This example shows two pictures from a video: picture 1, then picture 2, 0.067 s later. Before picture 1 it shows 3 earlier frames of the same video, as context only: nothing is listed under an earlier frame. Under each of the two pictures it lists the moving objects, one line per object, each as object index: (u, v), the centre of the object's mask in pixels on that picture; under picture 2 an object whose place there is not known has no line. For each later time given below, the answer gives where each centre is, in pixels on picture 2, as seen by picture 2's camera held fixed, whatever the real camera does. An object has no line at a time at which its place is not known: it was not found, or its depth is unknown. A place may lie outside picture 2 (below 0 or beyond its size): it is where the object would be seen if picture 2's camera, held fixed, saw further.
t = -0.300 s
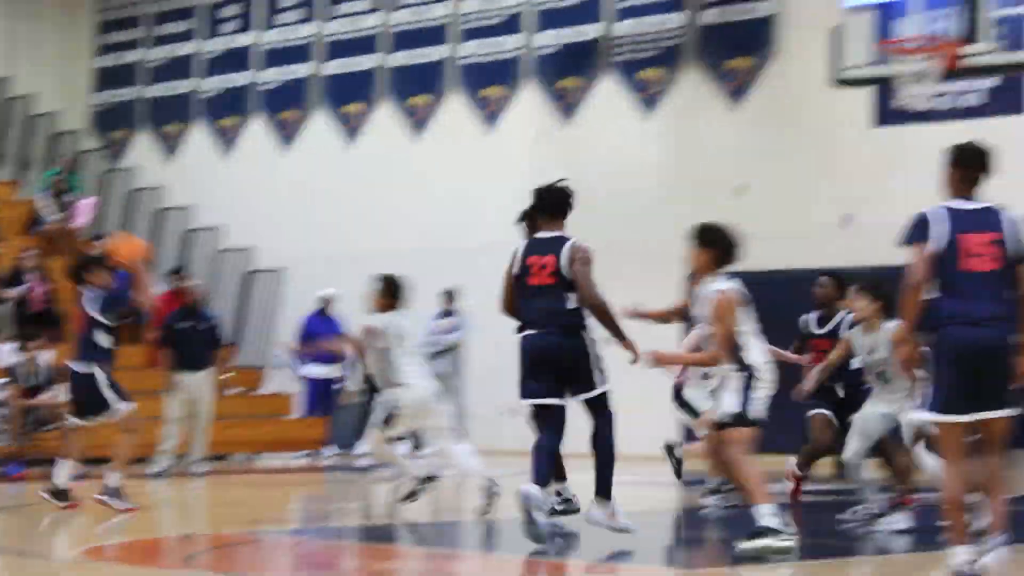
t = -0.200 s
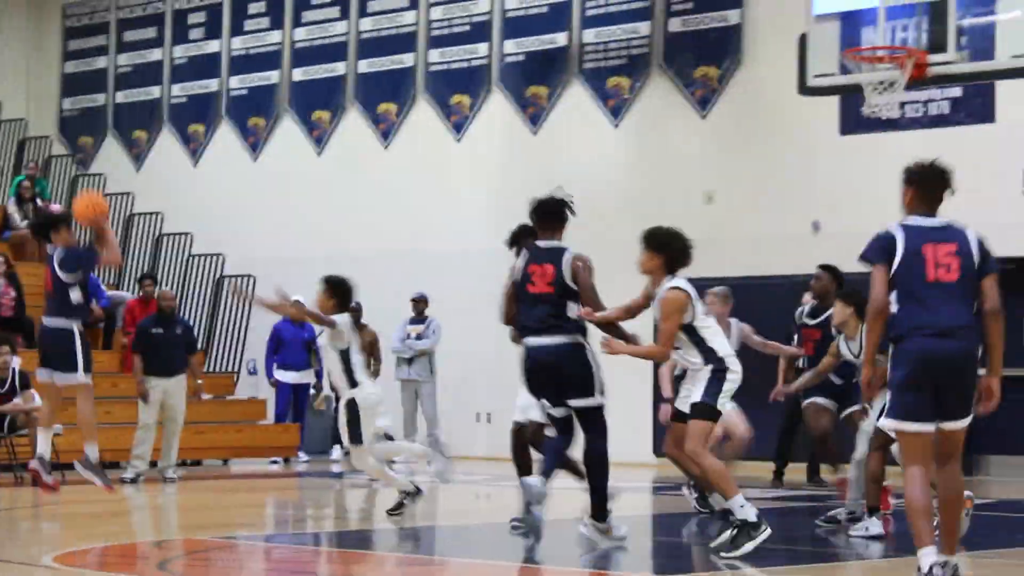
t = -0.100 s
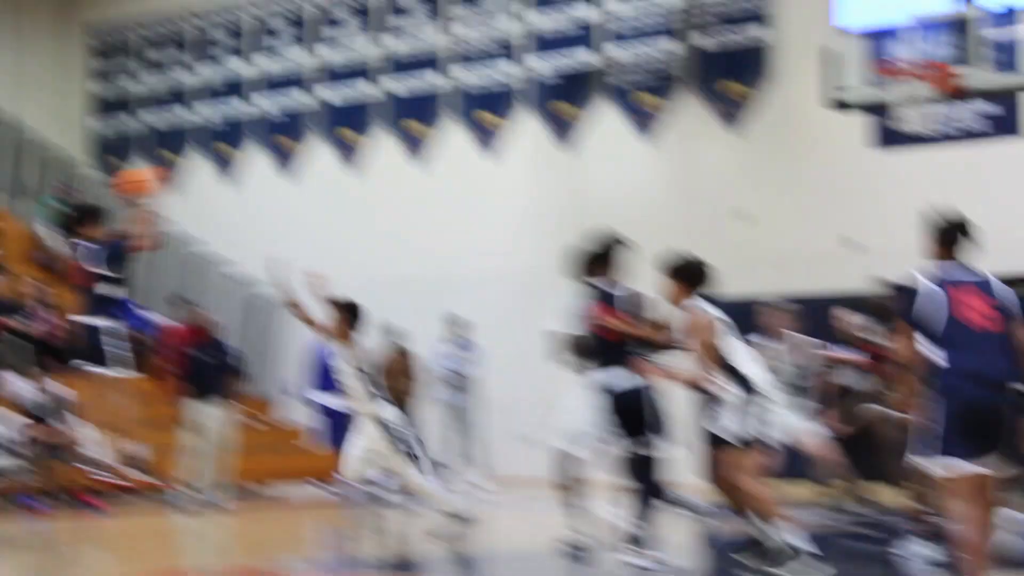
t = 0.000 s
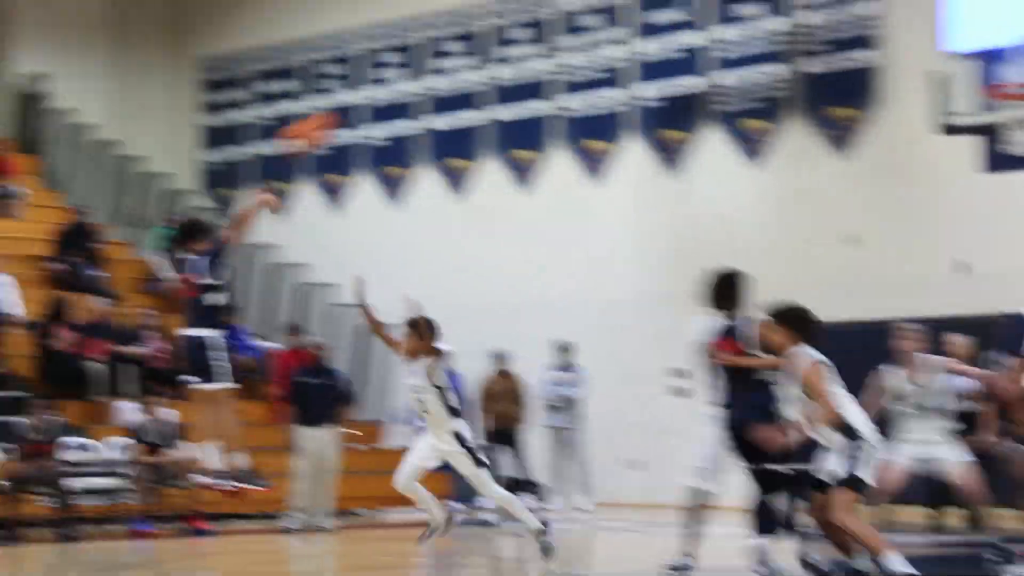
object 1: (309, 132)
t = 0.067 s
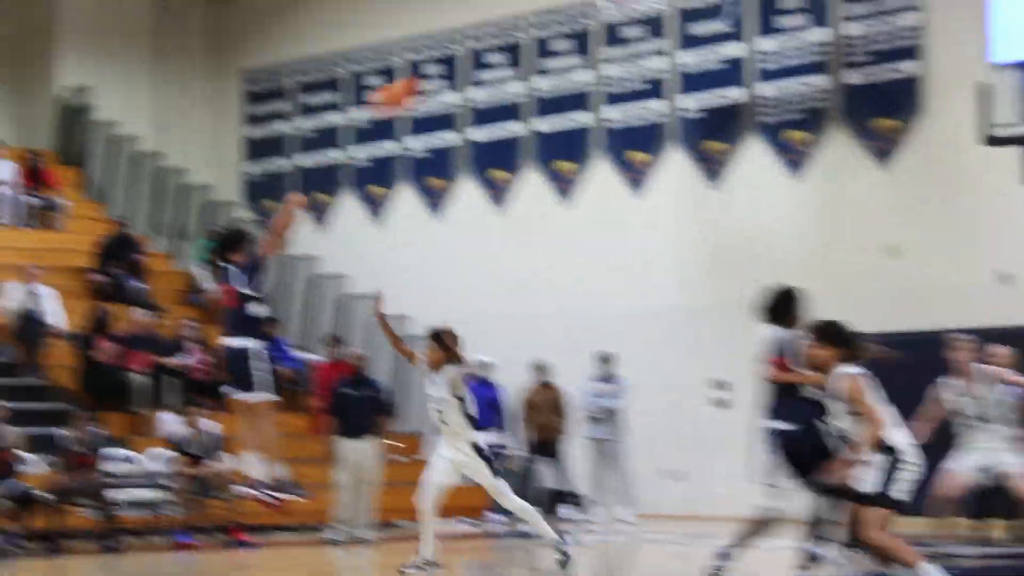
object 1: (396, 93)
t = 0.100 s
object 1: (422, 75)
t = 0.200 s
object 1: (493, 20)
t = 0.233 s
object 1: (520, 4)
